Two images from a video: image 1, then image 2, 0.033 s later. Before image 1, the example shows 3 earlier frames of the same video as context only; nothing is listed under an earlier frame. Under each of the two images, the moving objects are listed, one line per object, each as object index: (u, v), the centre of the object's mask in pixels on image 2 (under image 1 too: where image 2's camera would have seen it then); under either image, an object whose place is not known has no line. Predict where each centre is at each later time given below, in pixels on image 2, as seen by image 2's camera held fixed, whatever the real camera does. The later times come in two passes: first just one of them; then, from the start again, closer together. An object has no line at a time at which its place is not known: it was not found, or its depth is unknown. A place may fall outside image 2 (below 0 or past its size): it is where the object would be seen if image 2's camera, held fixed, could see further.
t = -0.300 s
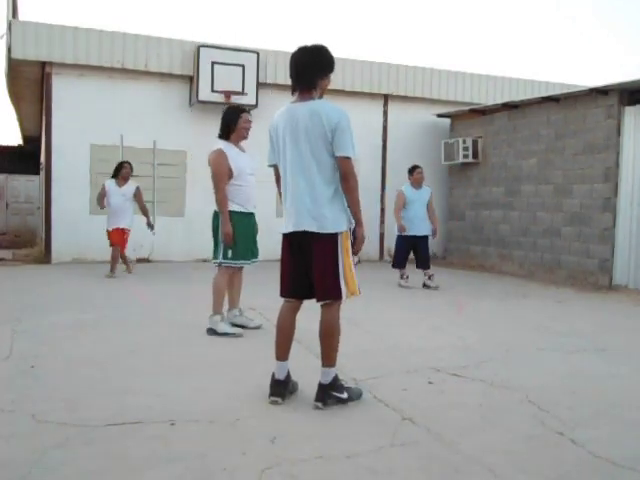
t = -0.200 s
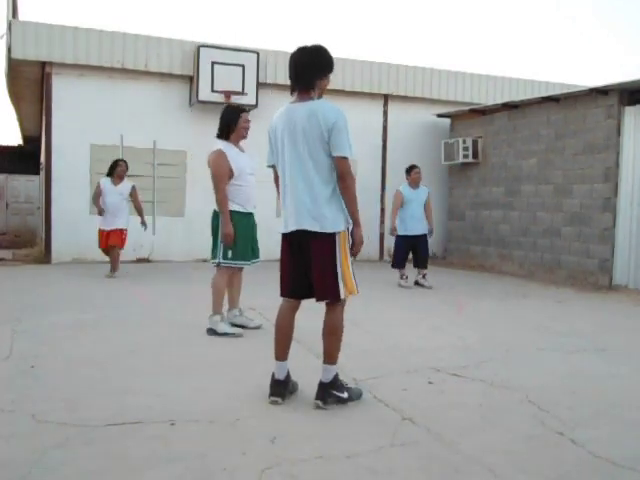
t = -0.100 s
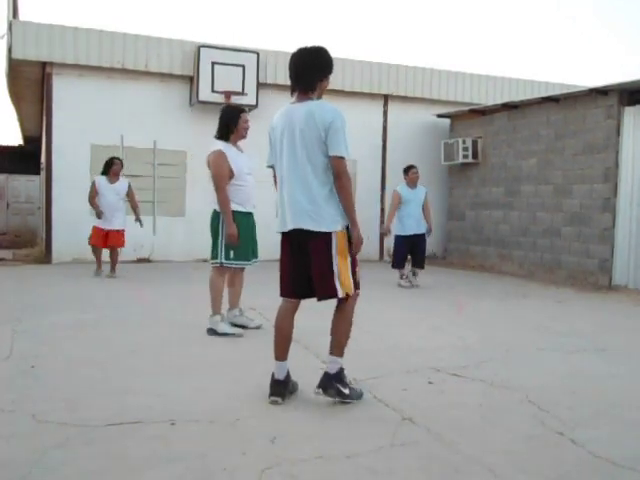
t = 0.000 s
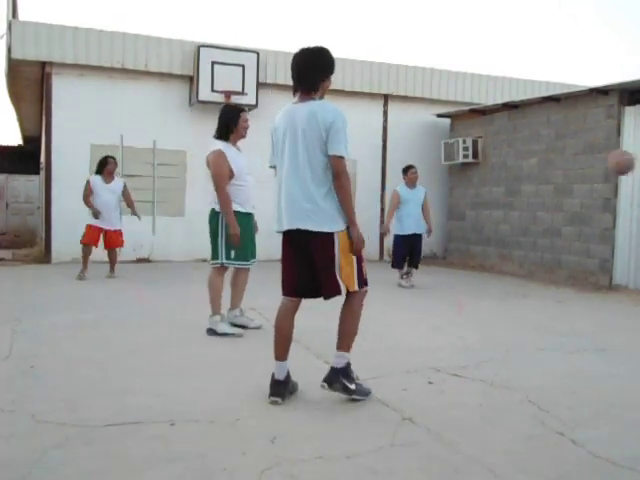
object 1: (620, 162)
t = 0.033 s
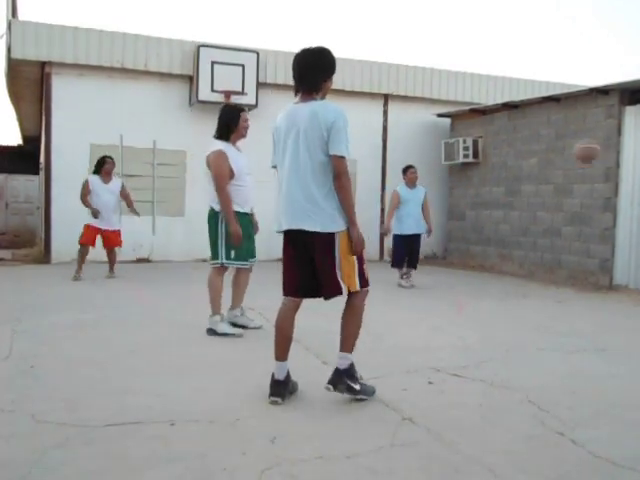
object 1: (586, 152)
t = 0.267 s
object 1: (373, 112)
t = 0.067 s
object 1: (553, 142)
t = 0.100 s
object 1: (520, 134)
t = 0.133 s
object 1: (488, 126)
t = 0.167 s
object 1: (459, 119)
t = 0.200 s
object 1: (429, 118)
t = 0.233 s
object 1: (400, 114)
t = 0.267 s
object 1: (373, 112)
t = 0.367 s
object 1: (292, 111)
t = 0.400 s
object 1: (268, 115)
